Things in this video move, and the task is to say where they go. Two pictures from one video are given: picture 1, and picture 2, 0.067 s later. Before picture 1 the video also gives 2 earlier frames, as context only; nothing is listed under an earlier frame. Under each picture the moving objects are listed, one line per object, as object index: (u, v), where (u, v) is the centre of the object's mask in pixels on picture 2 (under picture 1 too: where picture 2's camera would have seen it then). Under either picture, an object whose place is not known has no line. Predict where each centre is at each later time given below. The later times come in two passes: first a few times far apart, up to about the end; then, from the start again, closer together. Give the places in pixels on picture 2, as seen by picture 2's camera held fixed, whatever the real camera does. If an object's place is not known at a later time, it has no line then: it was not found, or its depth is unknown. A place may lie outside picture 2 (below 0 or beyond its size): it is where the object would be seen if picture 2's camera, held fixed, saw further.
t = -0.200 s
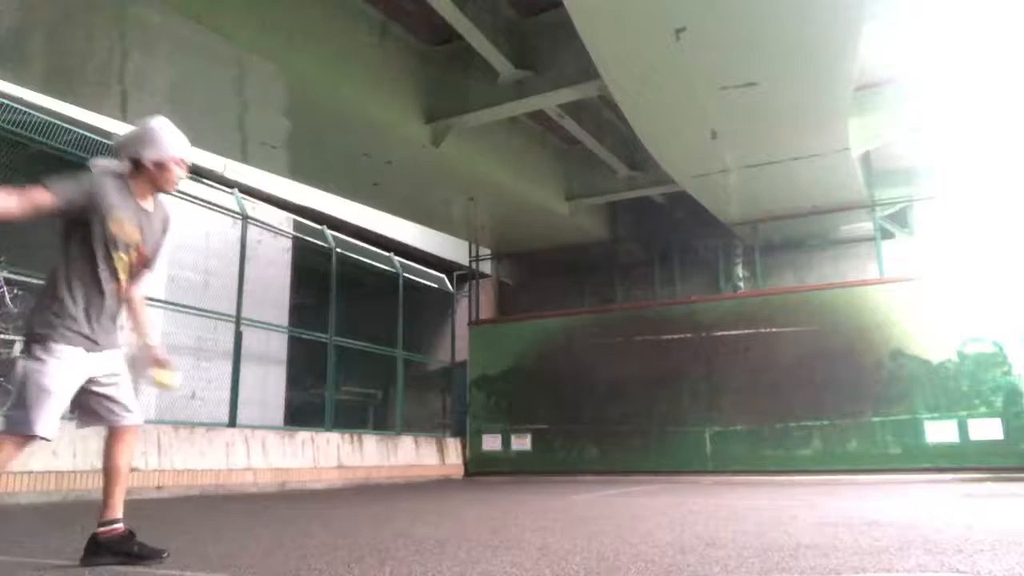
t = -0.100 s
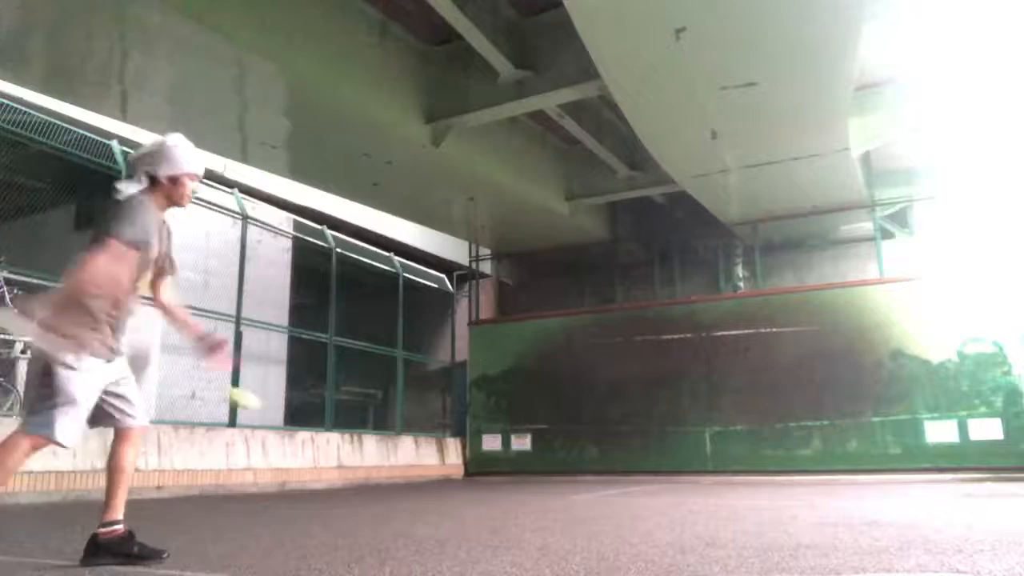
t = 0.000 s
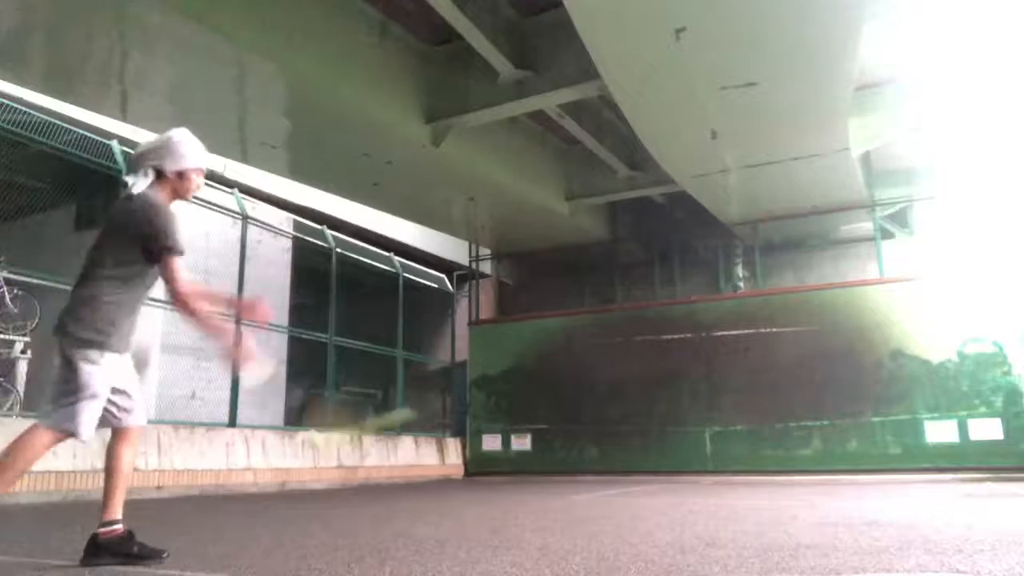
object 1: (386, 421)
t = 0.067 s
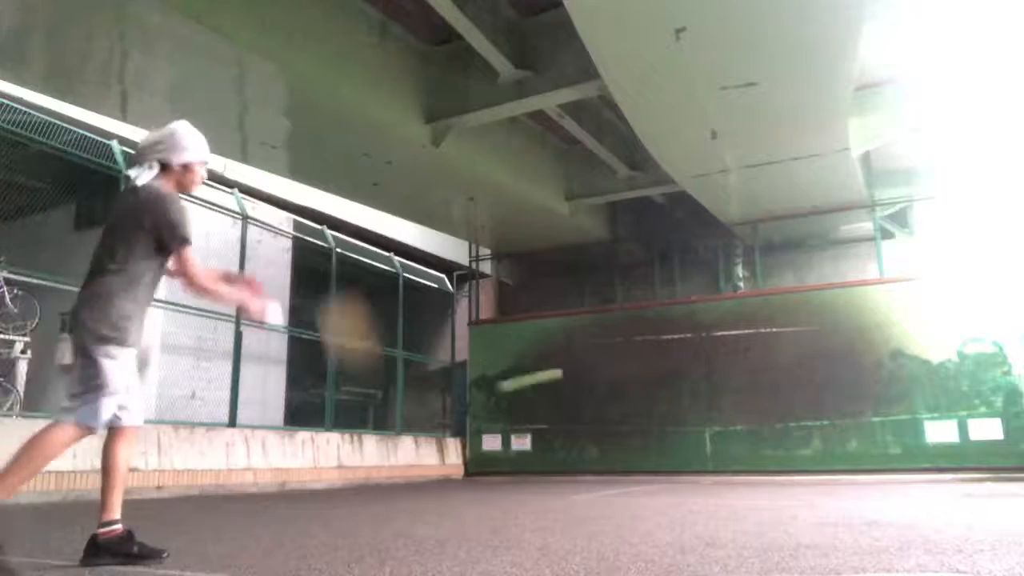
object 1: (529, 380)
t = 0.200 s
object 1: (679, 354)
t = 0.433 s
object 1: (773, 369)
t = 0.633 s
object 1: (781, 373)
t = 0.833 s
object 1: (759, 379)
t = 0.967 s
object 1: (740, 404)
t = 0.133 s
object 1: (623, 360)
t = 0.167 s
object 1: (653, 356)
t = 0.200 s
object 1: (679, 354)
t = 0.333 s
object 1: (743, 358)
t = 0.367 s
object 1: (755, 361)
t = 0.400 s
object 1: (765, 365)
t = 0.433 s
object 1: (773, 369)
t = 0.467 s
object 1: (781, 373)
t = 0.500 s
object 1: (789, 378)
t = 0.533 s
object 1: (791, 379)
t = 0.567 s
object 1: (788, 377)
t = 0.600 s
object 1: (784, 374)
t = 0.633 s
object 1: (781, 373)
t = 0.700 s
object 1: (775, 372)
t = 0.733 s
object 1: (771, 372)
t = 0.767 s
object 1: (767, 374)
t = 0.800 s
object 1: (763, 376)
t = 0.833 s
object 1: (759, 379)
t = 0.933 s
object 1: (745, 396)
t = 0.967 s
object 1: (740, 404)
